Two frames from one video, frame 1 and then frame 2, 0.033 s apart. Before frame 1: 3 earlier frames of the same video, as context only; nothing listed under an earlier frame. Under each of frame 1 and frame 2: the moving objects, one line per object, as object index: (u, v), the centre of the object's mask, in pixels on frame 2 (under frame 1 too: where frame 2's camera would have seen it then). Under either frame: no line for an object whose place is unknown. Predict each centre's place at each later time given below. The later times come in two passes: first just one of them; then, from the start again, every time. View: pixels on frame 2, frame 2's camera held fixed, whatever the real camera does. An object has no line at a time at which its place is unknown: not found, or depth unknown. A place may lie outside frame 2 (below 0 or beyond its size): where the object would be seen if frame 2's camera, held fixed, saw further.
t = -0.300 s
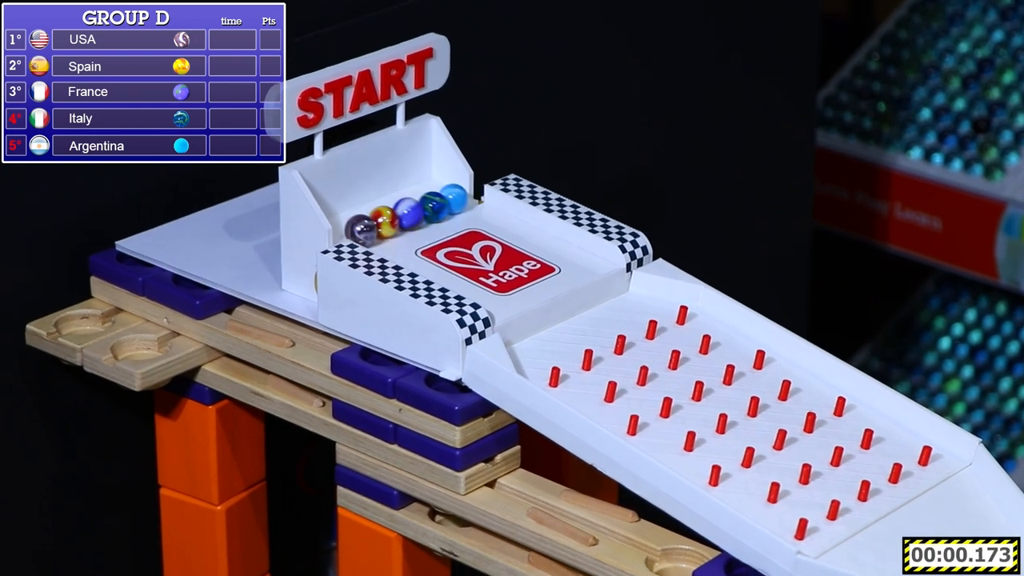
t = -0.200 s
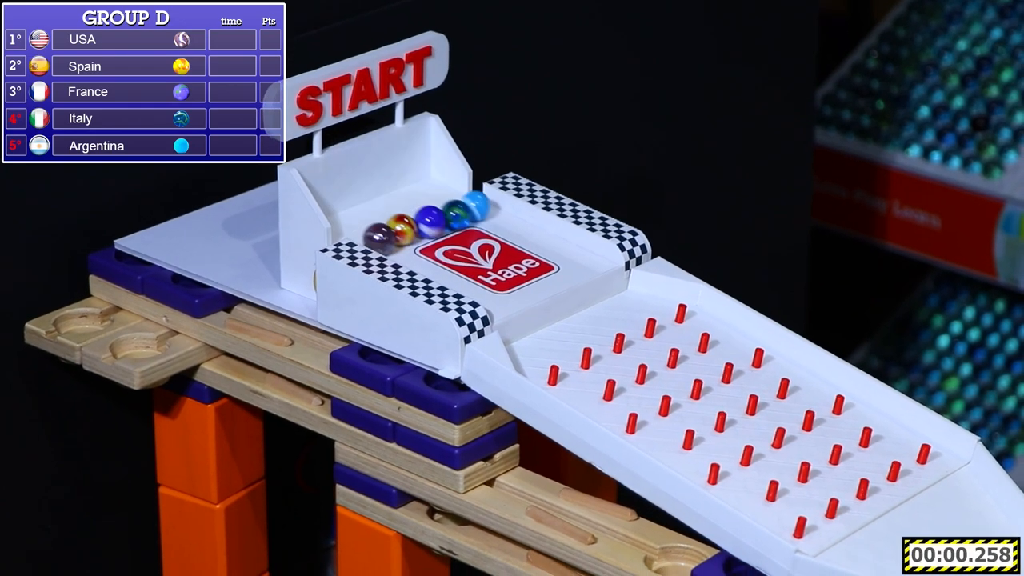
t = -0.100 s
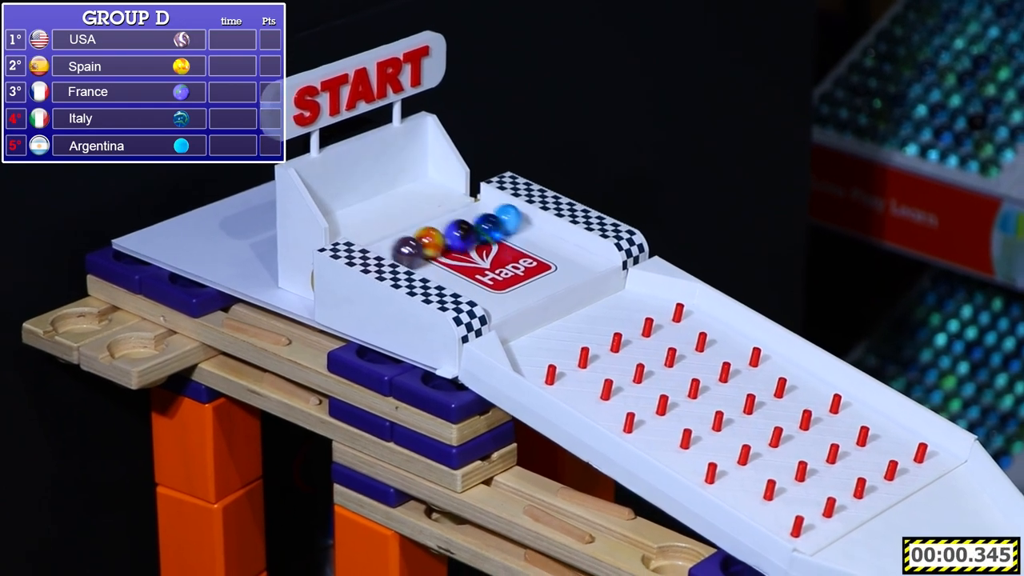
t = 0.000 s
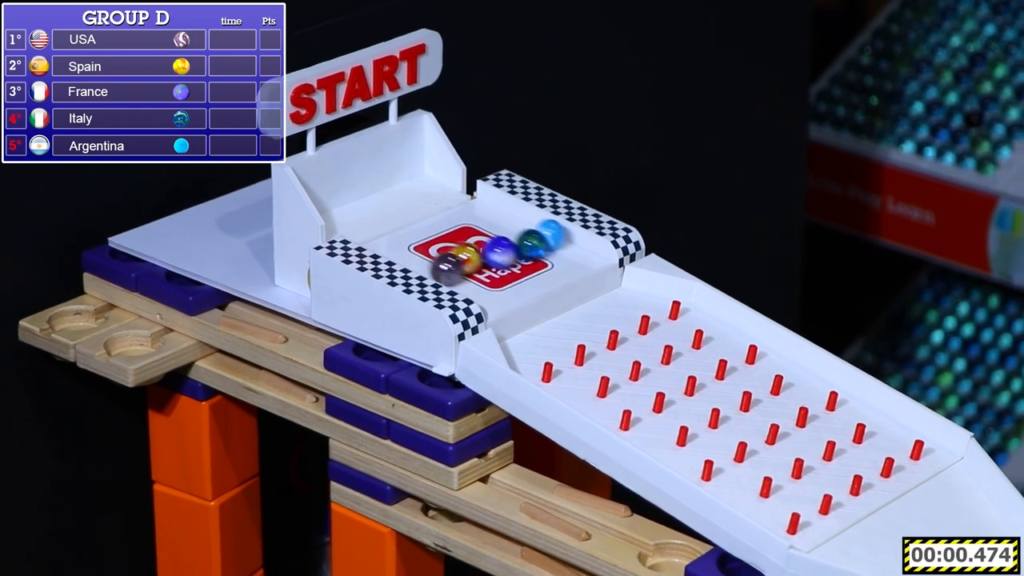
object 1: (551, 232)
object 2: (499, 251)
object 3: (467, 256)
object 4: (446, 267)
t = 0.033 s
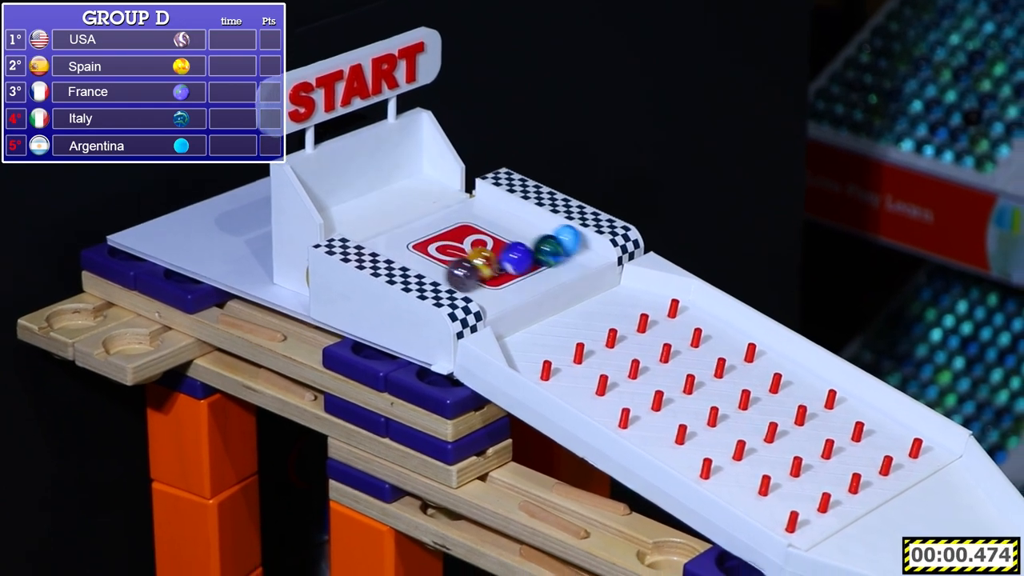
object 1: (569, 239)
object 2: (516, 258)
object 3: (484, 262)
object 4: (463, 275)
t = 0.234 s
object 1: (656, 301)
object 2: (589, 312)
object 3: (614, 343)
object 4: (564, 349)
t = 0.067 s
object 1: (589, 246)
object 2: (534, 266)
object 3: (501, 269)
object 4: (481, 283)
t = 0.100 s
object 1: (609, 254)
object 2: (553, 274)
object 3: (521, 279)
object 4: (501, 291)
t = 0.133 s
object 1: (630, 278)
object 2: (576, 294)
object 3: (541, 287)
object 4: (521, 303)
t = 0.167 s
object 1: (655, 293)
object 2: (598, 317)
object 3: (561, 312)
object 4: (543, 332)
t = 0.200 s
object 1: (655, 294)
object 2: (598, 308)
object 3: (586, 326)
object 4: (562, 339)
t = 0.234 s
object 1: (656, 301)
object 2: (589, 312)
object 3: (614, 343)
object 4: (564, 349)
